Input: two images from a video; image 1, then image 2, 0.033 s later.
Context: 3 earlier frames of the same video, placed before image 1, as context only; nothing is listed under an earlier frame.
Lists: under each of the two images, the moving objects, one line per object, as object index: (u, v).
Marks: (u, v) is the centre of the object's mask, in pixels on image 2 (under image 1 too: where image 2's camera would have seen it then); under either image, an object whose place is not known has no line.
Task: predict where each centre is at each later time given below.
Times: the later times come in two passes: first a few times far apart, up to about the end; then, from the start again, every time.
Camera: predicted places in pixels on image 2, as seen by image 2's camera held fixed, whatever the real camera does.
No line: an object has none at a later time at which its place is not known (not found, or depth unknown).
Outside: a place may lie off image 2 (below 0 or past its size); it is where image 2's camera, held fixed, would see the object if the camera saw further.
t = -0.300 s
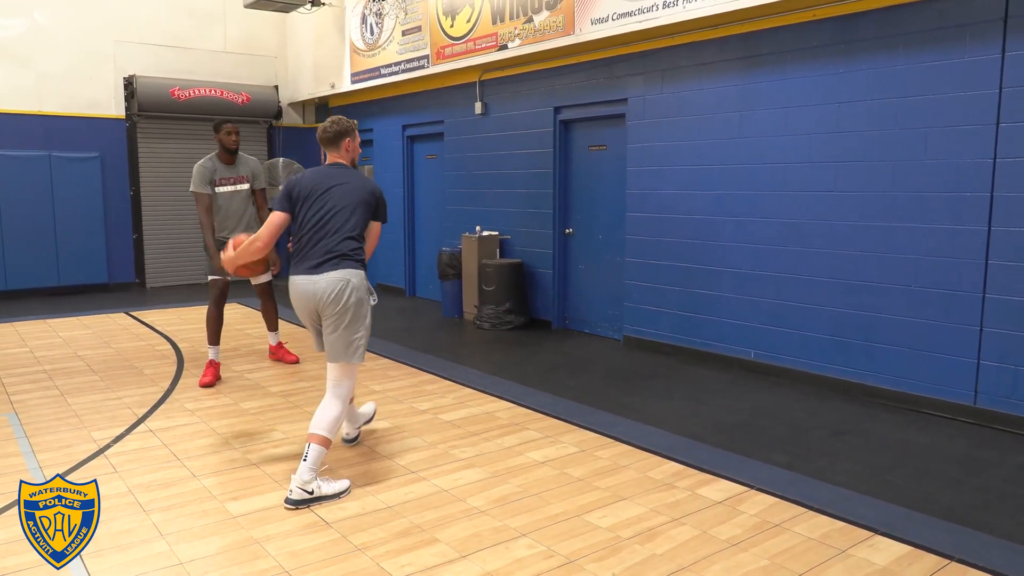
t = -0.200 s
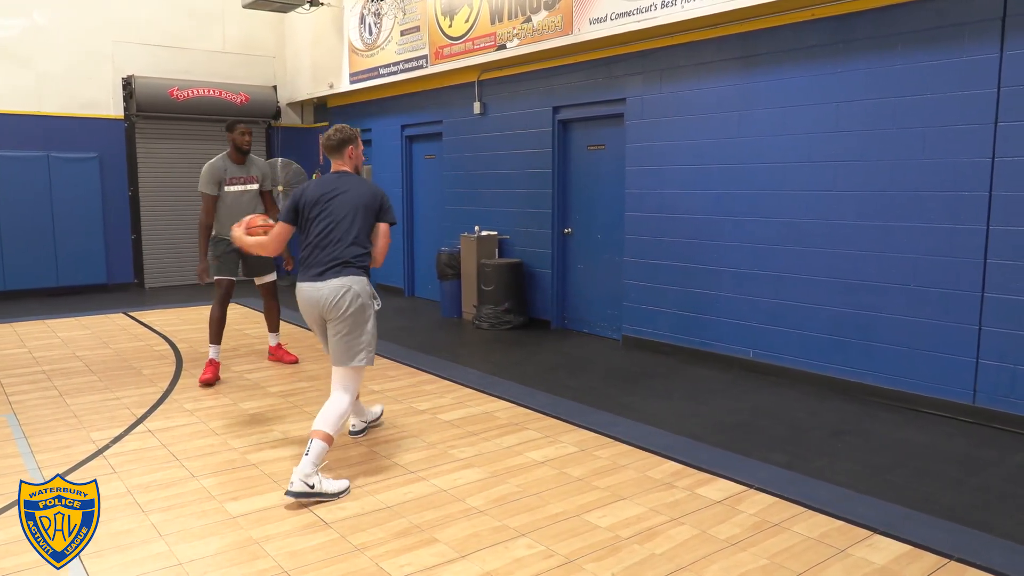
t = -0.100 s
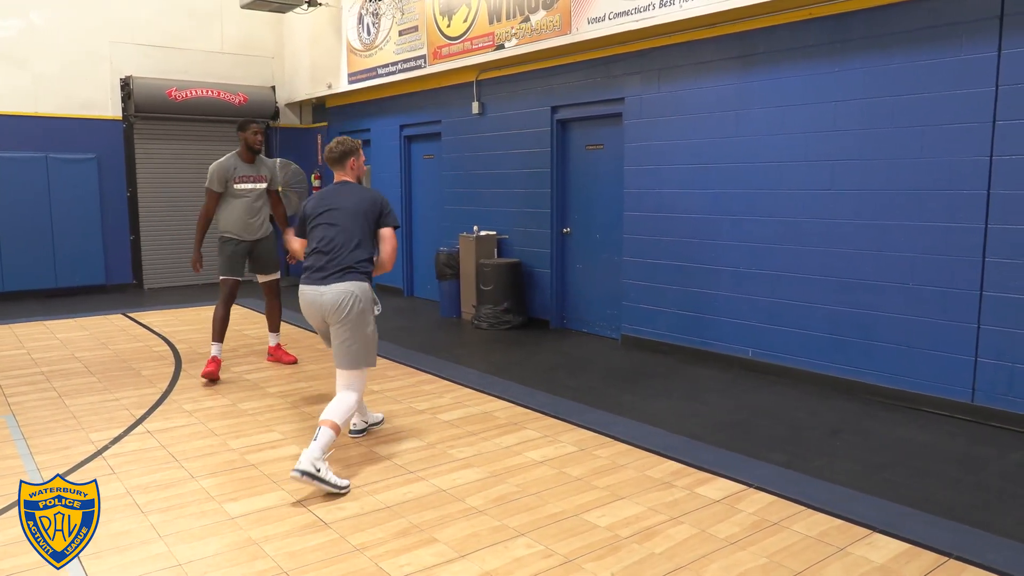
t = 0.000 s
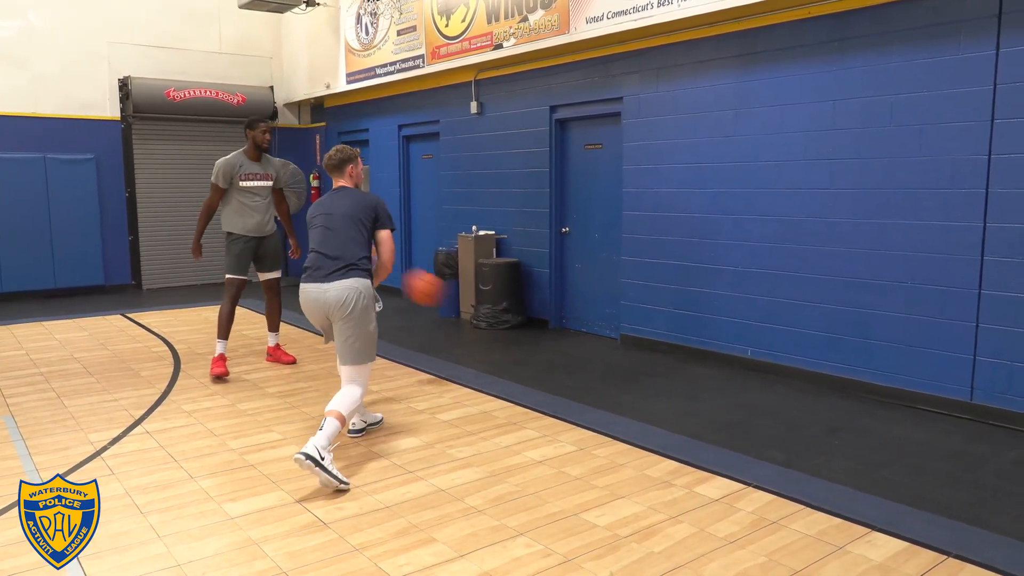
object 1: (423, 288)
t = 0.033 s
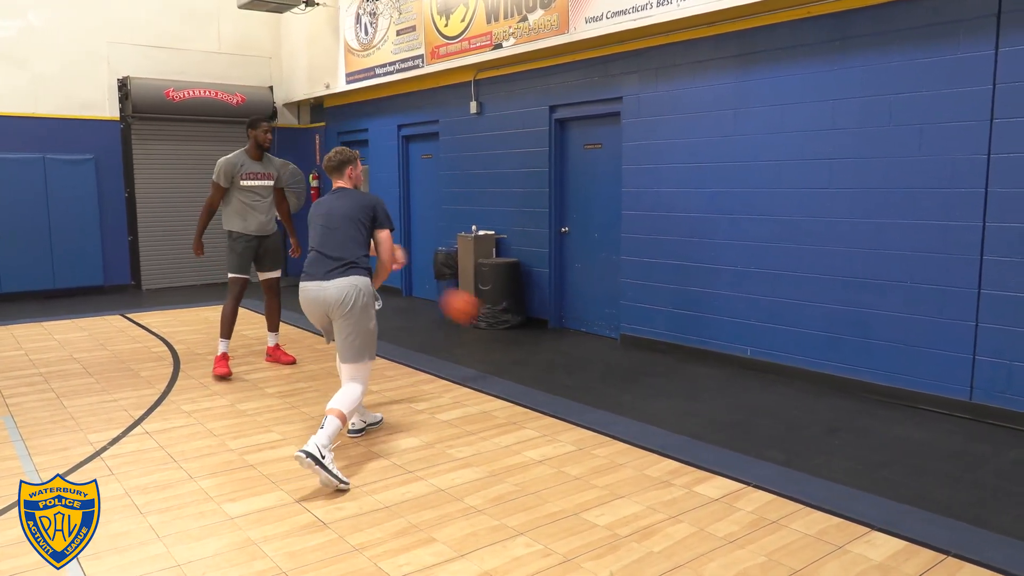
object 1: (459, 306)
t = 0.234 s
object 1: (609, 296)
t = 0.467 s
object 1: (642, 205)
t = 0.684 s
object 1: (574, 160)
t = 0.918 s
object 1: (484, 177)
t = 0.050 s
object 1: (478, 316)
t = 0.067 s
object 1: (496, 325)
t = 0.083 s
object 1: (512, 334)
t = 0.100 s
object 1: (528, 343)
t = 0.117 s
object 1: (544, 354)
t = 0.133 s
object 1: (556, 354)
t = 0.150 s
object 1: (565, 342)
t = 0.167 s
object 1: (574, 333)
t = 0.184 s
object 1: (583, 323)
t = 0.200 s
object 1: (592, 313)
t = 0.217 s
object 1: (600, 305)
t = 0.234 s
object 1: (609, 296)
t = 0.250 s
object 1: (617, 288)
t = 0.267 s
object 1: (626, 281)
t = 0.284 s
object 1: (634, 273)
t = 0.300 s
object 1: (642, 266)
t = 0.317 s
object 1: (650, 260)
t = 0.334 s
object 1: (659, 253)
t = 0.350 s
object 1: (667, 248)
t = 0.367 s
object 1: (669, 241)
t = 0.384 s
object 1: (664, 235)
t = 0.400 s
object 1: (660, 228)
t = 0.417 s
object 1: (655, 222)
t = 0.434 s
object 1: (651, 216)
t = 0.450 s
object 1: (646, 211)
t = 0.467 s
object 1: (642, 205)
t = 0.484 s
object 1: (637, 200)
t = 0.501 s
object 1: (632, 195)
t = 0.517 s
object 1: (628, 190)
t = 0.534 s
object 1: (623, 186)
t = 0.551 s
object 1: (617, 182)
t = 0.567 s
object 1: (612, 178)
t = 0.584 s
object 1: (607, 175)
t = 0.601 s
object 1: (602, 171)
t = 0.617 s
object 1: (596, 169)
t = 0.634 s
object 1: (591, 166)
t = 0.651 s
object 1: (585, 164)
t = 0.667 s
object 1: (580, 162)
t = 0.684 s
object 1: (574, 160)
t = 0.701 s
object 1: (568, 159)
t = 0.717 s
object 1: (563, 158)
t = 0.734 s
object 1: (557, 158)
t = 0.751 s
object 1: (551, 158)
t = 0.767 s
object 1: (545, 158)
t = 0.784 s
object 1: (538, 158)
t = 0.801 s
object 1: (531, 159)
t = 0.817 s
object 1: (525, 160)
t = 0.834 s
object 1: (518, 162)
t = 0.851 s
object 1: (511, 164)
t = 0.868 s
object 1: (505, 167)
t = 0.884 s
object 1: (498, 170)
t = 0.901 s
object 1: (492, 174)
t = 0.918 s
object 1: (484, 177)
